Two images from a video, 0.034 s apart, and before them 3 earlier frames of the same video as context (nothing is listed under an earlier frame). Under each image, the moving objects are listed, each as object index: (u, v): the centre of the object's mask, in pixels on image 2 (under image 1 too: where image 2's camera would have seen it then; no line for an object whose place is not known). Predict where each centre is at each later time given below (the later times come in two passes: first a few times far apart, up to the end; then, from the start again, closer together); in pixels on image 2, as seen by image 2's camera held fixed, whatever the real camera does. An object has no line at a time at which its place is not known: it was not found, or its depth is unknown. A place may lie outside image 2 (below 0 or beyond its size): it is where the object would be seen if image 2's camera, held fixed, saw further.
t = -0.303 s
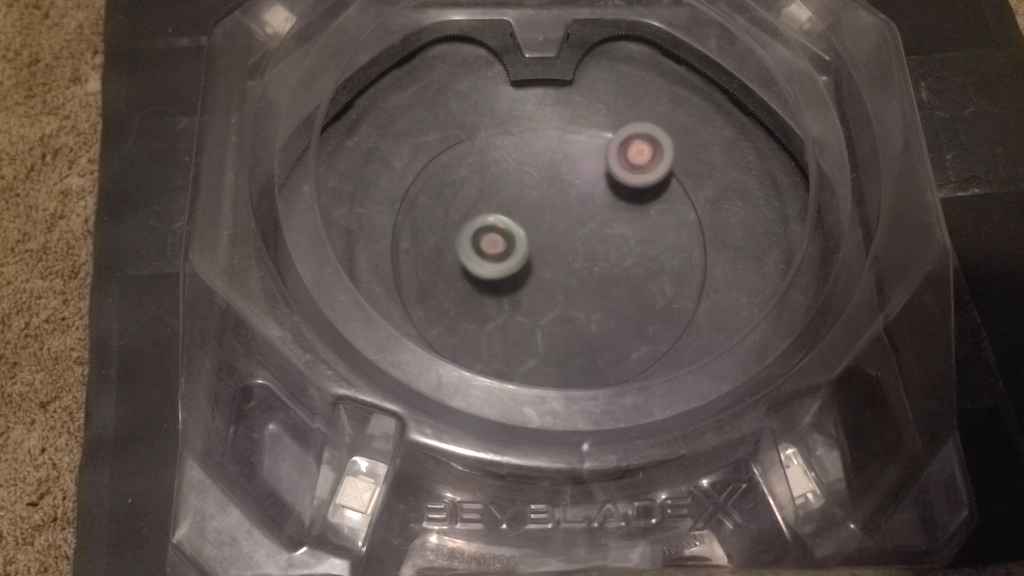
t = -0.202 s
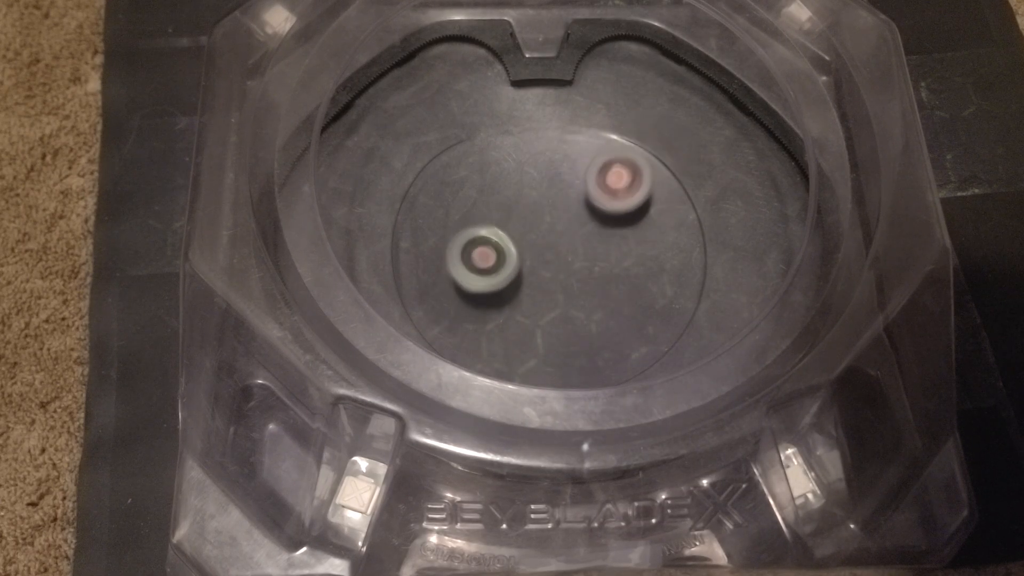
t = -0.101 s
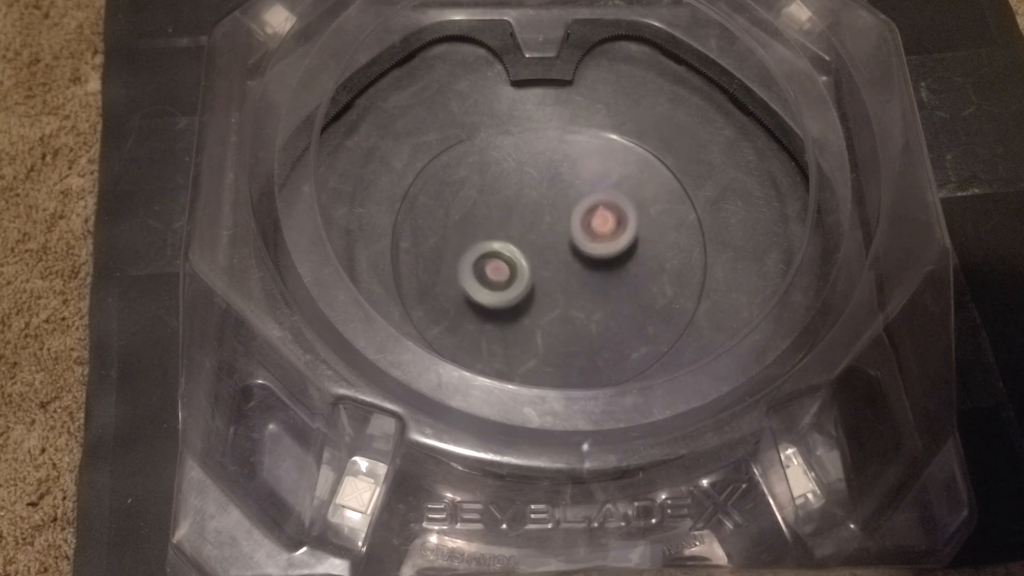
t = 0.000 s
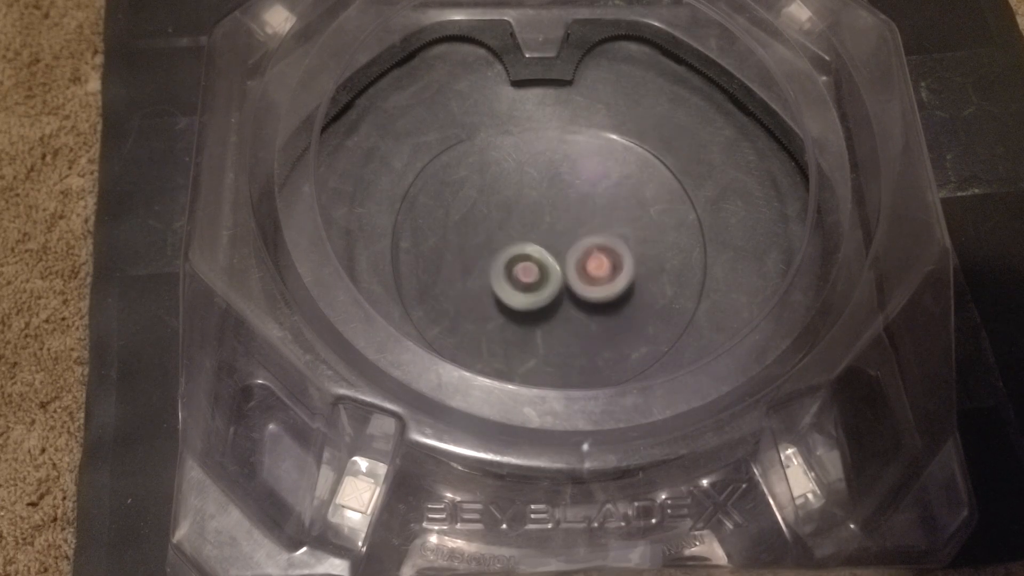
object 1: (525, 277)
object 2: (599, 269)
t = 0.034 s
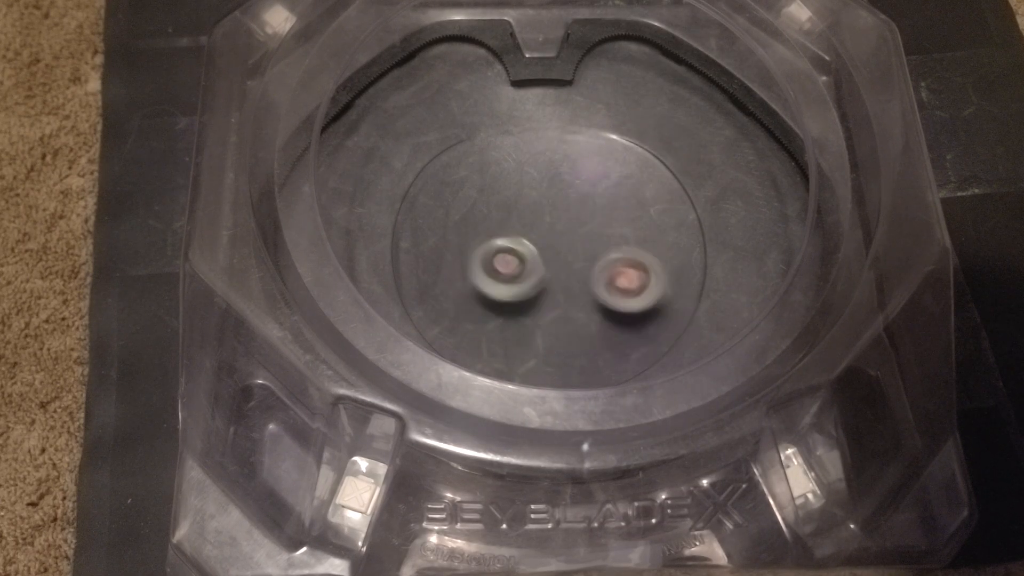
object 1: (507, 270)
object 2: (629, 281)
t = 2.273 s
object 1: (483, 338)
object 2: (656, 232)
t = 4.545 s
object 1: (507, 262)
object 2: (624, 282)
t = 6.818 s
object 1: (562, 120)
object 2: (590, 356)
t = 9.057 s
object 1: (570, 269)
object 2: (499, 249)
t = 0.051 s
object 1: (495, 266)
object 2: (646, 289)
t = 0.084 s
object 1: (475, 260)
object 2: (672, 301)
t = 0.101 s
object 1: (466, 258)
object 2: (682, 305)
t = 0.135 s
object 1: (450, 253)
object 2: (687, 307)
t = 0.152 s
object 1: (442, 252)
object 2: (689, 311)
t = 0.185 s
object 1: (430, 250)
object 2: (690, 315)
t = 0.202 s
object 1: (426, 249)
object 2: (690, 317)
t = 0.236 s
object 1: (418, 249)
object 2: (691, 322)
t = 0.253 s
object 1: (415, 248)
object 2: (693, 324)
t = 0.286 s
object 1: (410, 248)
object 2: (693, 329)
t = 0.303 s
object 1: (410, 248)
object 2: (692, 332)
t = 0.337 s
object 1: (411, 248)
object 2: (690, 339)
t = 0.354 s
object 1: (413, 247)
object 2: (692, 350)
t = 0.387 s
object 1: (419, 247)
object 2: (689, 361)
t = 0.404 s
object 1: (422, 247)
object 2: (687, 365)
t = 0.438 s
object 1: (431, 248)
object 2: (681, 373)
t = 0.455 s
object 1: (438, 248)
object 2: (679, 376)
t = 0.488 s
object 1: (451, 247)
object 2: (672, 382)
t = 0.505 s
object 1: (459, 246)
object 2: (668, 386)
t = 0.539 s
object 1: (475, 243)
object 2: (661, 393)
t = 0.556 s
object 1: (485, 240)
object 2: (657, 395)
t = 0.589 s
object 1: (503, 234)
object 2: (647, 399)
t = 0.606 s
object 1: (512, 230)
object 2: (644, 401)
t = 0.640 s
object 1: (530, 220)
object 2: (634, 404)
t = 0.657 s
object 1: (538, 214)
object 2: (630, 405)
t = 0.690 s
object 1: (553, 204)
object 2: (623, 404)
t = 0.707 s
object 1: (559, 198)
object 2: (617, 402)
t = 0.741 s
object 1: (577, 179)
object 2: (601, 398)
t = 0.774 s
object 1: (587, 166)
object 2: (589, 396)
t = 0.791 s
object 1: (590, 160)
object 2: (585, 394)
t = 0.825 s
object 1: (596, 148)
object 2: (574, 388)
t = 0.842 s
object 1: (598, 142)
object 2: (569, 385)
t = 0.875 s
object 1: (601, 132)
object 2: (558, 368)
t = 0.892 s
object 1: (601, 128)
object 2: (553, 366)
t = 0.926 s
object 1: (601, 123)
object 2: (547, 361)
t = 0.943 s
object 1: (600, 122)
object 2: (546, 357)
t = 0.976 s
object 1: (599, 121)
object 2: (542, 348)
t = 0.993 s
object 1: (598, 121)
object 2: (541, 342)
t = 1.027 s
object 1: (595, 125)
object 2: (538, 328)
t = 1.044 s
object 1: (594, 127)
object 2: (535, 322)
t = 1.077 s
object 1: (589, 133)
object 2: (532, 308)
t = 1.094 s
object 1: (587, 137)
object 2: (530, 300)
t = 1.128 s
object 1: (582, 149)
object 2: (527, 286)
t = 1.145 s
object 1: (580, 157)
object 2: (527, 279)
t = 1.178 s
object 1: (577, 171)
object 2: (524, 266)
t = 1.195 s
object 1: (576, 179)
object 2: (524, 260)
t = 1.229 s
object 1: (575, 197)
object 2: (523, 247)
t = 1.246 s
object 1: (579, 206)
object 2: (520, 242)
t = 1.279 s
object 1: (605, 218)
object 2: (498, 237)
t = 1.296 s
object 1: (618, 222)
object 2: (484, 235)
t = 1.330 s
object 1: (639, 229)
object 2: (466, 232)
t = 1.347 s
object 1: (649, 233)
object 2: (457, 230)
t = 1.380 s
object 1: (669, 237)
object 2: (446, 225)
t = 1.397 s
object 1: (677, 238)
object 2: (443, 222)
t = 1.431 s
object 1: (691, 242)
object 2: (440, 218)
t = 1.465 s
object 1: (700, 244)
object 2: (442, 212)
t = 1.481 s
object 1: (700, 246)
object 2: (444, 209)
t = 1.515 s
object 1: (698, 249)
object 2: (449, 204)
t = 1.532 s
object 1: (695, 249)
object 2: (453, 202)
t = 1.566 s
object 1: (685, 252)
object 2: (459, 199)
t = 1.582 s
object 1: (680, 254)
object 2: (463, 198)
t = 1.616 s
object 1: (669, 256)
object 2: (473, 194)
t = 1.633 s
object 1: (662, 257)
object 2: (477, 193)
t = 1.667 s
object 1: (649, 263)
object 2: (489, 190)
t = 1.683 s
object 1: (643, 264)
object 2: (495, 188)
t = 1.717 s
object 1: (630, 269)
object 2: (506, 187)
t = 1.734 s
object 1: (623, 273)
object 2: (512, 184)
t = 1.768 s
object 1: (611, 279)
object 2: (524, 184)
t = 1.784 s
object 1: (604, 282)
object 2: (531, 182)
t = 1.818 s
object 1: (591, 290)
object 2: (542, 182)
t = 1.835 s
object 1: (585, 294)
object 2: (549, 181)
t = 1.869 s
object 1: (572, 302)
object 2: (558, 182)
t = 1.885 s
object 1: (566, 306)
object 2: (565, 182)
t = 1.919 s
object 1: (554, 313)
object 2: (575, 183)
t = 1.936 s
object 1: (549, 317)
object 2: (580, 185)
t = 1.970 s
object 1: (537, 324)
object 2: (591, 187)
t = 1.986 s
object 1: (532, 328)
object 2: (594, 188)
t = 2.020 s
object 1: (521, 334)
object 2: (605, 192)
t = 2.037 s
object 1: (516, 337)
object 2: (608, 192)
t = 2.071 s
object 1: (507, 342)
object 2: (618, 197)
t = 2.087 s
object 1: (503, 344)
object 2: (621, 199)
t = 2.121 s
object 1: (497, 347)
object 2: (629, 204)
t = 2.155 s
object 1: (492, 347)
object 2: (637, 210)
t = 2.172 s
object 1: (489, 346)
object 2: (640, 212)
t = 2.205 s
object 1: (486, 345)
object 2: (646, 219)
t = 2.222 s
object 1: (485, 343)
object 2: (649, 221)
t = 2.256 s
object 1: (484, 341)
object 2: (654, 228)
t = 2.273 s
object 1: (483, 338)
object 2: (656, 232)
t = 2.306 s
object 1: (484, 332)
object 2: (659, 240)
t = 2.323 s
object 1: (486, 330)
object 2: (662, 245)
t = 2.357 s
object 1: (490, 321)
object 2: (663, 253)
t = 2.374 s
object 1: (492, 317)
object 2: (664, 258)
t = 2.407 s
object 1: (498, 306)
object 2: (665, 265)
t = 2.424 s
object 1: (500, 298)
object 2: (665, 270)
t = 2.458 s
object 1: (505, 285)
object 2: (664, 276)
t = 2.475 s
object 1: (507, 276)
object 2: (663, 279)
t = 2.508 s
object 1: (509, 259)
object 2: (660, 285)
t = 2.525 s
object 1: (511, 252)
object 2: (657, 288)
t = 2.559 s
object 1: (513, 235)
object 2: (651, 294)
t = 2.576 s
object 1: (513, 227)
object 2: (648, 297)
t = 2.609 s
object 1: (515, 212)
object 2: (641, 302)
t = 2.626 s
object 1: (515, 204)
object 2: (637, 304)
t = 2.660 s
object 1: (515, 191)
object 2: (628, 308)
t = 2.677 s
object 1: (515, 184)
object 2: (624, 309)
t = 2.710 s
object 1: (514, 172)
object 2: (613, 312)
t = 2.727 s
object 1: (514, 165)
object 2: (609, 313)
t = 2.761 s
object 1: (512, 152)
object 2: (597, 315)
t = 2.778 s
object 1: (512, 148)
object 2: (592, 316)
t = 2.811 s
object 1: (511, 139)
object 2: (580, 317)
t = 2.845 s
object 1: (509, 133)
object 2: (568, 317)
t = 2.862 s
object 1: (509, 131)
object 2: (563, 316)
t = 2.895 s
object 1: (507, 129)
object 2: (551, 315)
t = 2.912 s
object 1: (508, 129)
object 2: (546, 314)
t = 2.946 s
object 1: (507, 131)
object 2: (535, 312)
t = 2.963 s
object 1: (508, 133)
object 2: (530, 311)
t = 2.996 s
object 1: (509, 138)
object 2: (520, 308)
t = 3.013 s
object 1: (511, 144)
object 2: (516, 306)
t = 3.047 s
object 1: (516, 153)
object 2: (506, 301)
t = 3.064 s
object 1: (518, 159)
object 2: (502, 299)
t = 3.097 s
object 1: (526, 172)
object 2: (494, 293)
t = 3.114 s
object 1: (531, 178)
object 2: (490, 291)
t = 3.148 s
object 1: (541, 191)
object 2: (484, 285)
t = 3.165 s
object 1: (547, 196)
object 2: (480, 282)
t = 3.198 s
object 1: (559, 210)
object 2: (475, 275)
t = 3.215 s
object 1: (567, 215)
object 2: (472, 272)
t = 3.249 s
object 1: (579, 226)
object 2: (470, 265)
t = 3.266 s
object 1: (587, 232)
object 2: (467, 261)
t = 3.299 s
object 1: (601, 241)
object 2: (466, 255)
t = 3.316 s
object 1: (607, 246)
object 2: (466, 251)
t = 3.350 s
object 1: (621, 253)
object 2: (466, 244)
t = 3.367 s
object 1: (627, 257)
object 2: (466, 240)
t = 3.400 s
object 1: (640, 264)
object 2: (468, 233)
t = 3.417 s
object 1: (646, 267)
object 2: (469, 229)
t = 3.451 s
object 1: (664, 274)
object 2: (474, 219)
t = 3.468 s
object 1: (669, 276)
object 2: (477, 216)
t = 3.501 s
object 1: (677, 278)
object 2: (482, 208)
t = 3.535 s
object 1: (683, 279)
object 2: (487, 202)
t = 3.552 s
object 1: (685, 280)
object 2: (491, 199)
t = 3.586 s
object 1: (687, 282)
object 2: (496, 194)
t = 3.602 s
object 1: (688, 282)
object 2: (500, 192)
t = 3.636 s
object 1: (686, 283)
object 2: (507, 187)
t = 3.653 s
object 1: (686, 283)
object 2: (512, 185)
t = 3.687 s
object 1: (681, 283)
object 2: (520, 181)
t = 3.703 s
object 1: (678, 282)
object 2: (524, 180)
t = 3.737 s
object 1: (668, 280)
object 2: (532, 176)
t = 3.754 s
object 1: (664, 279)
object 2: (536, 176)
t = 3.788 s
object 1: (653, 275)
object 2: (545, 173)
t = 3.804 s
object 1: (646, 275)
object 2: (549, 172)
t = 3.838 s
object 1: (631, 272)
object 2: (557, 171)
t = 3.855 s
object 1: (622, 272)
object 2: (561, 172)
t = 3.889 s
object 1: (605, 270)
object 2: (569, 171)
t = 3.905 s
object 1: (596, 270)
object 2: (573, 173)
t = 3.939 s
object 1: (579, 269)
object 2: (582, 174)
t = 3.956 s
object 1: (570, 269)
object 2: (585, 176)
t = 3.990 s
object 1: (553, 270)
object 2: (594, 178)
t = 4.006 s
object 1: (545, 270)
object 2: (596, 179)
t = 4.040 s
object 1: (528, 272)
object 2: (604, 183)
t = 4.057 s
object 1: (521, 271)
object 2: (606, 185)
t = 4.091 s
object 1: (505, 274)
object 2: (613, 191)
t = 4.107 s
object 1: (499, 274)
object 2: (615, 193)
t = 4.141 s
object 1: (485, 276)
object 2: (621, 199)
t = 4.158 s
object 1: (479, 276)
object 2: (623, 201)
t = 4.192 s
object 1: (467, 279)
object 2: (628, 209)
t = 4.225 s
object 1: (460, 280)
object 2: (631, 214)
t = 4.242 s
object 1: (457, 282)
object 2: (632, 218)
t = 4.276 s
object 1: (454, 283)
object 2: (635, 226)
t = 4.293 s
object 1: (452, 284)
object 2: (635, 230)
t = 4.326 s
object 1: (453, 285)
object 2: (637, 236)
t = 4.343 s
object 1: (453, 286)
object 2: (637, 241)
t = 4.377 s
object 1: (459, 285)
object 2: (638, 248)
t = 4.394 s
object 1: (461, 285)
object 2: (636, 252)
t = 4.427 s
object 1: (470, 282)
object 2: (636, 259)
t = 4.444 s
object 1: (474, 281)
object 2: (634, 263)
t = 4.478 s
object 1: (486, 276)
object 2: (632, 269)
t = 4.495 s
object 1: (490, 273)
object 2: (630, 273)
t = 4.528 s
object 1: (502, 266)
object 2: (627, 279)
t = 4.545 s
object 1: (507, 262)
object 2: (624, 282)
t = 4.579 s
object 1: (520, 253)
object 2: (620, 288)
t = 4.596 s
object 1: (524, 248)
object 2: (616, 291)
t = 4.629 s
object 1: (537, 237)
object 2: (611, 296)
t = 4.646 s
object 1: (541, 231)
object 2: (607, 299)
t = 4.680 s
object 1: (551, 220)
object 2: (602, 303)
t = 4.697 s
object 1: (554, 213)
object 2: (598, 305)
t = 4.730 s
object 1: (563, 203)
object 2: (591, 308)
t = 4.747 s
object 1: (565, 197)
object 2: (587, 309)
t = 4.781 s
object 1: (572, 186)
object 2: (580, 311)
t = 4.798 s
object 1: (574, 180)
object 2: (576, 312)
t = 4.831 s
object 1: (580, 170)
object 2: (569, 313)
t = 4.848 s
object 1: (580, 165)
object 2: (564, 313)
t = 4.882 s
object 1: (583, 156)
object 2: (558, 312)
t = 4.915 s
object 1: (583, 151)
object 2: (550, 311)
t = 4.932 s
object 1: (584, 148)
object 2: (546, 310)
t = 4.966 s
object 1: (583, 145)
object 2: (539, 307)
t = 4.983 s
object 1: (583, 144)
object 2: (536, 306)
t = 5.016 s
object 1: (580, 145)
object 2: (529, 302)
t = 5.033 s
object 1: (579, 146)
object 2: (527, 301)
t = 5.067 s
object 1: (577, 150)
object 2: (520, 296)
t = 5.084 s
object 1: (575, 154)
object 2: (518, 294)
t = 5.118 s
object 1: (572, 162)
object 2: (512, 288)
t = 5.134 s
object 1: (571, 167)
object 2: (510, 285)
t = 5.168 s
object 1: (570, 178)
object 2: (505, 278)
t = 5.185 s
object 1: (570, 184)
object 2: (503, 275)
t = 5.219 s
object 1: (570, 197)
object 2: (500, 268)
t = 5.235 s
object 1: (570, 203)
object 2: (499, 265)
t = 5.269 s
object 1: (572, 218)
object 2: (496, 258)
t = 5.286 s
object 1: (573, 225)
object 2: (496, 255)
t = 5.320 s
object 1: (576, 239)
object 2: (494, 247)
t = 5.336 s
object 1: (579, 246)
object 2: (494, 244)
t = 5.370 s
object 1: (583, 260)
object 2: (493, 236)
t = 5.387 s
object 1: (586, 266)
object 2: (494, 233)
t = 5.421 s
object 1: (593, 278)
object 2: (494, 226)
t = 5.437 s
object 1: (596, 284)
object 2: (495, 224)
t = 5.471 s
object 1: (602, 294)
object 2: (496, 217)
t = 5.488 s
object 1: (606, 299)
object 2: (498, 214)
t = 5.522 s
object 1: (612, 306)
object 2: (500, 209)
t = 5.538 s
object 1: (615, 310)
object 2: (502, 206)
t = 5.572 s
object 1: (620, 315)
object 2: (505, 201)
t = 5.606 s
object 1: (626, 320)
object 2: (509, 198)
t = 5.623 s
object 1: (627, 319)
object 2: (511, 195)
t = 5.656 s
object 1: (631, 321)
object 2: (517, 192)
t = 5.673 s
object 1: (631, 320)
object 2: (519, 190)
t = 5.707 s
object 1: (633, 317)
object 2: (525, 189)
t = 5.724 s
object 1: (632, 315)
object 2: (528, 187)
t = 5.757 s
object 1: (630, 310)
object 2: (535, 186)
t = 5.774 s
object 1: (627, 308)
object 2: (537, 185)
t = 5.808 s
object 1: (621, 300)
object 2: (544, 184)
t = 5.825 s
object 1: (617, 297)
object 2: (547, 184)
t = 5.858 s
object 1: (608, 288)
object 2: (553, 185)
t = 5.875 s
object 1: (603, 286)
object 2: (556, 186)
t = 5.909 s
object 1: (591, 277)
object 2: (563, 188)
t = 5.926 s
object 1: (586, 274)
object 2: (566, 189)
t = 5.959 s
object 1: (572, 265)
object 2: (573, 191)
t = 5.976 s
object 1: (566, 262)
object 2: (576, 193)
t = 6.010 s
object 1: (552, 255)
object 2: (583, 196)
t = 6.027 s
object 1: (546, 252)
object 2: (585, 198)
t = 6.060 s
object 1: (532, 247)
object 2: (592, 201)
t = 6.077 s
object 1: (525, 244)
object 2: (594, 205)
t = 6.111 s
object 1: (512, 240)
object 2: (601, 208)
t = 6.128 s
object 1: (499, 236)
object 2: (605, 212)
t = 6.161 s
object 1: (488, 232)
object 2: (611, 218)
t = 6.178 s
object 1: (484, 232)
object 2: (612, 220)
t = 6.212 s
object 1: (474, 229)
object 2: (617, 226)
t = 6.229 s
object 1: (471, 228)
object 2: (617, 228)
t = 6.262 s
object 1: (465, 227)
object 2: (622, 233)
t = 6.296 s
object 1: (460, 228)
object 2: (623, 239)
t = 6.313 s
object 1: (460, 228)
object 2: (625, 242)
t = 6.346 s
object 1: (459, 230)
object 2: (626, 247)
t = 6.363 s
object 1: (459, 230)
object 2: (627, 249)
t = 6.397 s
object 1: (463, 233)
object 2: (627, 255)
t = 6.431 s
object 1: (469, 236)
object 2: (626, 260)
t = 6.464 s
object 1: (477, 238)
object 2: (624, 263)
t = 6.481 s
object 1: (482, 238)
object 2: (624, 266)
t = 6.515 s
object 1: (493, 239)
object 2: (620, 270)
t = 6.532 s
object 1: (499, 238)
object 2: (618, 272)
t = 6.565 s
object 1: (512, 239)
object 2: (613, 275)
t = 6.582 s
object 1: (518, 237)
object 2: (611, 276)
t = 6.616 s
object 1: (532, 236)
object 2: (605, 280)
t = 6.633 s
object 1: (538, 235)
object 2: (602, 281)
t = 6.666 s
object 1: (551, 230)
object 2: (596, 286)
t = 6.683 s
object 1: (555, 216)
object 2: (597, 298)
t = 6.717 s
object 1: (558, 187)
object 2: (598, 321)
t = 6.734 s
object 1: (560, 174)
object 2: (597, 332)
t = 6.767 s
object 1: (563, 151)
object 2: (596, 345)
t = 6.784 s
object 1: (562, 140)
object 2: (594, 351)
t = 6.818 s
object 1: (562, 120)
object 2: (590, 356)
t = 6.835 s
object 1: (563, 113)
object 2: (589, 358)
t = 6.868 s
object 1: (562, 96)
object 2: (584, 361)
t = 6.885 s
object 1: (563, 89)
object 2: (583, 361)
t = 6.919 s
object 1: (566, 79)
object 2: (578, 362)
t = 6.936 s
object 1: (566, 77)
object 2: (575, 361)
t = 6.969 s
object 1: (568, 82)
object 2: (570, 360)
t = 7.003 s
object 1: (571, 91)
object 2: (562, 356)
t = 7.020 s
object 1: (574, 97)
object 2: (560, 354)
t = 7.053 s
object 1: (577, 109)
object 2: (556, 349)
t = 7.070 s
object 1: (579, 116)
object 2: (553, 344)
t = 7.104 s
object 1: (583, 132)
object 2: (553, 336)
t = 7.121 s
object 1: (586, 139)
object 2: (551, 333)
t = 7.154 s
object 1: (591, 157)
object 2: (552, 324)
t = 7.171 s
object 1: (593, 167)
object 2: (553, 320)
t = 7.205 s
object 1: (596, 186)
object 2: (554, 312)
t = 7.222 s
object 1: (600, 197)
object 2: (556, 308)
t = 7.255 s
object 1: (604, 217)
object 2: (559, 302)
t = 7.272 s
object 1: (606, 225)
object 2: (561, 298)
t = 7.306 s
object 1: (613, 244)
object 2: (564, 294)
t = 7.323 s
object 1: (624, 250)
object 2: (553, 298)
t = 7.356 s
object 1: (647, 256)
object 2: (535, 301)
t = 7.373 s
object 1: (656, 259)
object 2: (527, 302)
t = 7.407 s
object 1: (672, 267)
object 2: (512, 304)
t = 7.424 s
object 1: (678, 269)
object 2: (508, 303)
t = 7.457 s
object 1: (685, 277)
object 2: (500, 302)
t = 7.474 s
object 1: (688, 281)
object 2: (497, 300)
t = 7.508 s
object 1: (686, 286)
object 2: (497, 298)
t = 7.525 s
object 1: (684, 291)
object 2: (496, 297)
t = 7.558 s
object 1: (678, 297)
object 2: (500, 293)
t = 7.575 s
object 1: (673, 299)
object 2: (502, 293)
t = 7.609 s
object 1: (661, 305)
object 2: (505, 291)
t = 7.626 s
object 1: (656, 306)
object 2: (509, 291)
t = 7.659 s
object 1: (640, 307)
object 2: (512, 291)
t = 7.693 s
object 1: (623, 309)
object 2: (515, 289)
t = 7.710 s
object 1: (617, 310)
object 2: (516, 289)
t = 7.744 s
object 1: (598, 309)
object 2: (515, 287)
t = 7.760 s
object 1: (590, 310)
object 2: (515, 286)
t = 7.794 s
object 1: (582, 305)
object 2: (508, 281)
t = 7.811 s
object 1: (576, 304)
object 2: (505, 276)
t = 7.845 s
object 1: (570, 300)
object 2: (502, 269)
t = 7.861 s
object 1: (565, 295)
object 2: (499, 265)
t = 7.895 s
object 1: (567, 295)
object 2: (489, 252)
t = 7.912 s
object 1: (568, 293)
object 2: (487, 245)
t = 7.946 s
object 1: (568, 290)
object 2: (484, 235)
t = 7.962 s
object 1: (569, 287)
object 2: (484, 230)
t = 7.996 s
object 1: (568, 280)
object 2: (487, 223)
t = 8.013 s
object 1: (568, 276)
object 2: (489, 222)
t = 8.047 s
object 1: (568, 267)
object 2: (492, 220)
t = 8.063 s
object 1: (568, 264)
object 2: (495, 220)
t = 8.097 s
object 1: (568, 255)
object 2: (500, 222)
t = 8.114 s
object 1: (568, 253)
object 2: (501, 222)
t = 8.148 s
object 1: (570, 246)
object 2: (504, 225)
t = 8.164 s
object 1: (572, 245)
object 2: (503, 225)
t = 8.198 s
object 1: (579, 240)
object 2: (501, 225)
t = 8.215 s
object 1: (580, 238)
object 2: (502, 224)
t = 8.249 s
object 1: (585, 233)
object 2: (502, 226)
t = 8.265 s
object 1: (586, 230)
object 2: (502, 226)
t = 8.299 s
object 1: (591, 224)
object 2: (503, 228)
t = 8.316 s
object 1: (592, 221)
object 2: (503, 231)
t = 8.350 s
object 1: (597, 218)
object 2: (502, 232)
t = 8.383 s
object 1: (603, 214)
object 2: (503, 233)
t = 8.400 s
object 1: (603, 213)
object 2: (502, 236)
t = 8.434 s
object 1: (604, 211)
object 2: (503, 235)
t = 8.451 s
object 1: (604, 210)
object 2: (503, 235)
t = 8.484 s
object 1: (607, 210)
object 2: (503, 236)
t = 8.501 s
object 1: (607, 209)
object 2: (505, 237)
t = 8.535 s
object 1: (608, 209)
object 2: (507, 238)
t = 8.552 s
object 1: (608, 210)
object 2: (508, 239)
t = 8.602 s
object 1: (603, 213)
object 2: (511, 240)
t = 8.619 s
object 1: (602, 215)
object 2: (513, 240)
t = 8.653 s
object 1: (598, 215)
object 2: (514, 240)
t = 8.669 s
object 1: (596, 218)
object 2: (515, 241)
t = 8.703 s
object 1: (590, 221)
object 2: (516, 244)
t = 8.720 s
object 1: (587, 224)
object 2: (516, 244)
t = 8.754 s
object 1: (588, 228)
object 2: (512, 246)
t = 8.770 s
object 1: (590, 231)
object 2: (507, 248)
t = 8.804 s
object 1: (589, 235)
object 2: (501, 248)
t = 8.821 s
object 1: (588, 237)
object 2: (500, 247)
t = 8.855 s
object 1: (587, 242)
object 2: (496, 251)
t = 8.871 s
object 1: (586, 244)
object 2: (495, 250)
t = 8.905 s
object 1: (583, 249)
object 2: (498, 250)
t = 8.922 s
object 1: (581, 251)
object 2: (498, 252)
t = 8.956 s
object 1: (578, 256)
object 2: (499, 252)
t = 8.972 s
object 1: (575, 257)
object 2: (500, 251)
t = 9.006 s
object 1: (570, 262)
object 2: (501, 252)
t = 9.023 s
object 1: (570, 263)
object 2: (500, 251)
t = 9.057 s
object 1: (570, 269)
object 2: (499, 249)
